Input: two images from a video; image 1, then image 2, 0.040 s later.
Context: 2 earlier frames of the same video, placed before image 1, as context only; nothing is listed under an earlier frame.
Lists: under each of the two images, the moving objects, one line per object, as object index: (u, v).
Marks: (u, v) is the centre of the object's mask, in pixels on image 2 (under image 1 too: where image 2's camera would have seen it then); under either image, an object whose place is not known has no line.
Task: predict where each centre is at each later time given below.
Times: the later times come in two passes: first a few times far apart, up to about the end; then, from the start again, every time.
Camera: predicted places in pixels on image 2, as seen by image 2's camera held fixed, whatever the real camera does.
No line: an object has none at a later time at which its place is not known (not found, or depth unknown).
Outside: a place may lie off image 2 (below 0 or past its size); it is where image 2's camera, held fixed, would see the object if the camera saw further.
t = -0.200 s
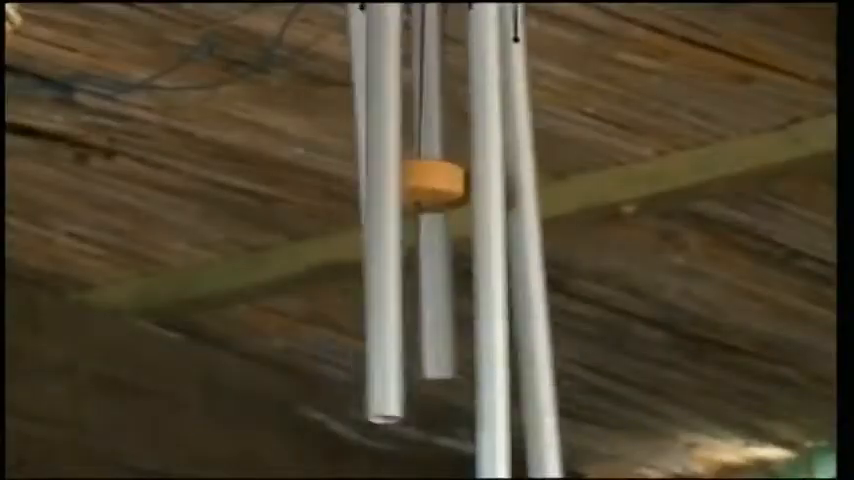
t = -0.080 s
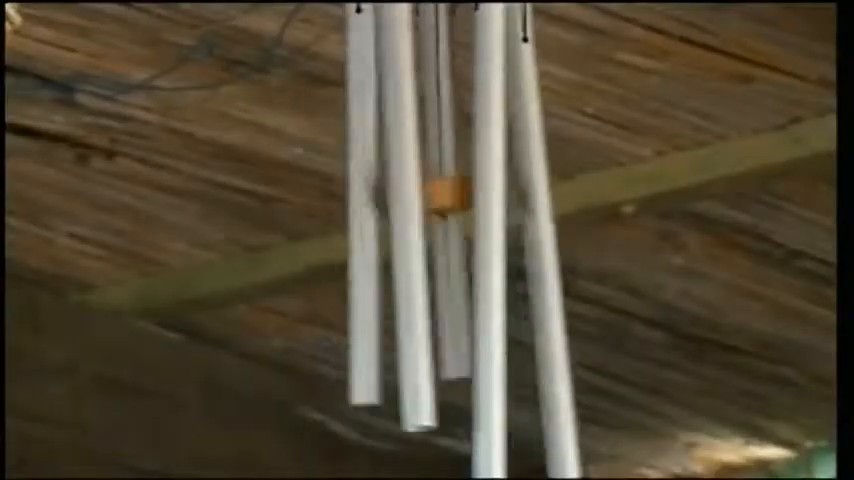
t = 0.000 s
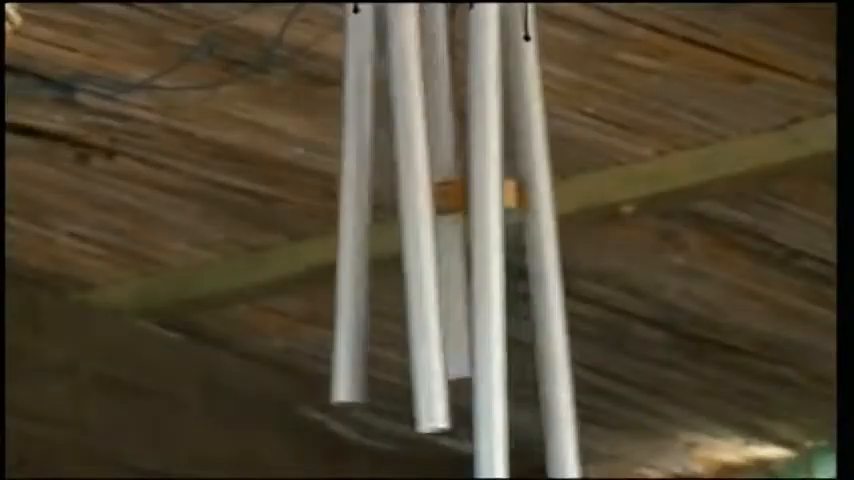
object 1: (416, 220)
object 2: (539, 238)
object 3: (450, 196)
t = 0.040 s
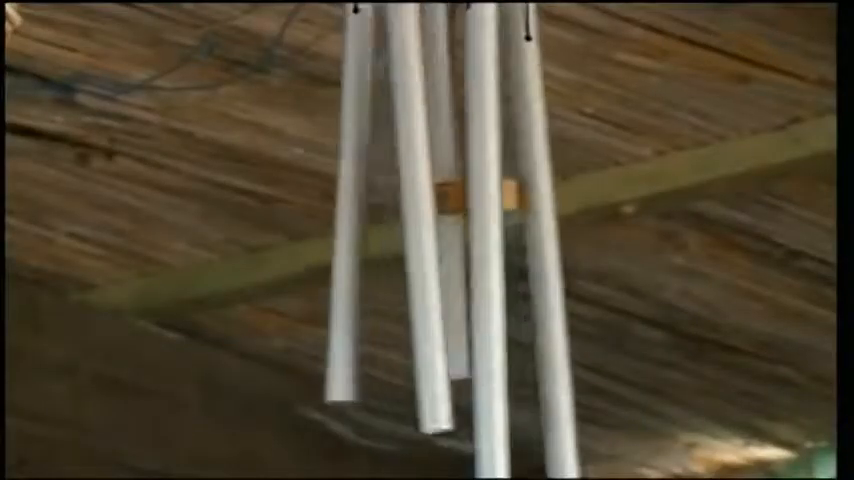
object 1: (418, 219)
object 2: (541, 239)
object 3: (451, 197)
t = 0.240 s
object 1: (398, 219)
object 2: (520, 241)
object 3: (437, 200)
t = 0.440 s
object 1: (350, 210)
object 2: (500, 240)
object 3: (418, 195)
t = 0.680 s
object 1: (336, 215)
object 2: (493, 242)
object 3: (396, 175)
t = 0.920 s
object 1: (336, 207)
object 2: (494, 243)
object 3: (392, 175)
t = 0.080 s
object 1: (418, 217)
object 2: (540, 243)
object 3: (450, 199)
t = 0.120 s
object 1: (414, 219)
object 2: (534, 246)
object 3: (448, 202)
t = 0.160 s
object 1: (412, 217)
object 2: (531, 241)
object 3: (446, 199)
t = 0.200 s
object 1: (405, 219)
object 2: (526, 240)
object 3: (442, 199)
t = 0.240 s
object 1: (398, 219)
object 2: (520, 241)
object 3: (437, 200)
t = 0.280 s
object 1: (389, 223)
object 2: (515, 248)
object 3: (432, 204)
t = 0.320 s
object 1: (380, 218)
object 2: (510, 248)
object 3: (427, 203)
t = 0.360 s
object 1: (369, 218)
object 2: (507, 245)
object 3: (426, 198)
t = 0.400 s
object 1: (359, 212)
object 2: (503, 243)
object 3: (421, 196)
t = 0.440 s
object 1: (350, 210)
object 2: (500, 240)
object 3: (418, 195)
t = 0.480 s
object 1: (345, 207)
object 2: (501, 237)
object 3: (419, 195)
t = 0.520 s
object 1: (339, 207)
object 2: (499, 232)
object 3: (414, 192)
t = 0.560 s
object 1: (336, 205)
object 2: (498, 230)
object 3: (412, 188)
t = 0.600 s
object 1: (334, 206)
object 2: (497, 234)
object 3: (409, 185)
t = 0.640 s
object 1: (334, 205)
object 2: (496, 238)
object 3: (401, 178)
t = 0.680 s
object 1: (336, 215)
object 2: (493, 242)
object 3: (396, 175)
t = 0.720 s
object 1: (333, 212)
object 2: (490, 244)
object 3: (392, 176)
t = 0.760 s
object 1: (333, 206)
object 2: (491, 243)
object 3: (392, 176)
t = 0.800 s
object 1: (340, 206)
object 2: (496, 245)
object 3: (395, 174)
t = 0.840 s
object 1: (340, 206)
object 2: (497, 241)
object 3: (397, 175)
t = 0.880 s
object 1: (341, 207)
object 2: (498, 243)
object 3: (397, 175)
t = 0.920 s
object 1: (336, 207)
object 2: (494, 243)
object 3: (392, 175)
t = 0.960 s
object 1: (336, 207)
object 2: (495, 243)
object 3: (392, 176)
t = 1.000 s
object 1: (336, 207)
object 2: (495, 243)
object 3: (392, 176)
